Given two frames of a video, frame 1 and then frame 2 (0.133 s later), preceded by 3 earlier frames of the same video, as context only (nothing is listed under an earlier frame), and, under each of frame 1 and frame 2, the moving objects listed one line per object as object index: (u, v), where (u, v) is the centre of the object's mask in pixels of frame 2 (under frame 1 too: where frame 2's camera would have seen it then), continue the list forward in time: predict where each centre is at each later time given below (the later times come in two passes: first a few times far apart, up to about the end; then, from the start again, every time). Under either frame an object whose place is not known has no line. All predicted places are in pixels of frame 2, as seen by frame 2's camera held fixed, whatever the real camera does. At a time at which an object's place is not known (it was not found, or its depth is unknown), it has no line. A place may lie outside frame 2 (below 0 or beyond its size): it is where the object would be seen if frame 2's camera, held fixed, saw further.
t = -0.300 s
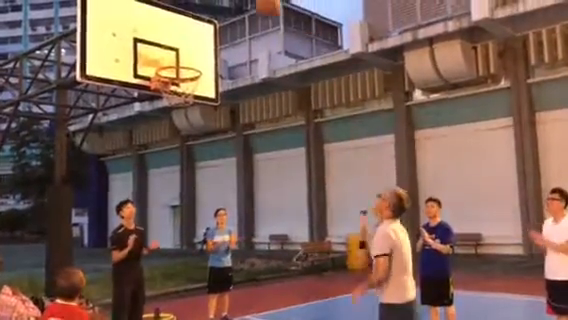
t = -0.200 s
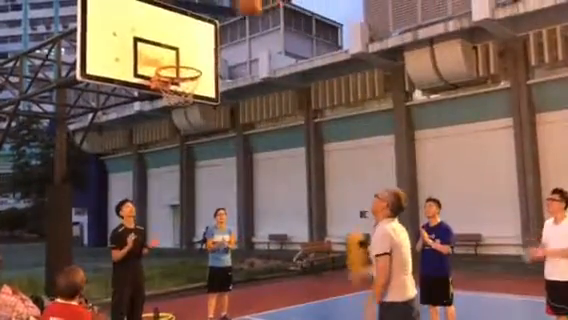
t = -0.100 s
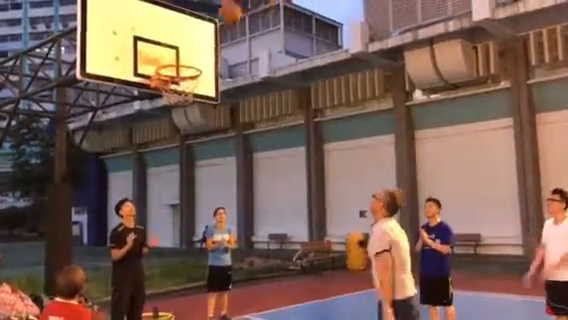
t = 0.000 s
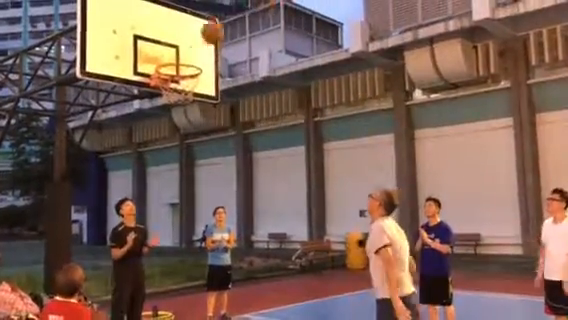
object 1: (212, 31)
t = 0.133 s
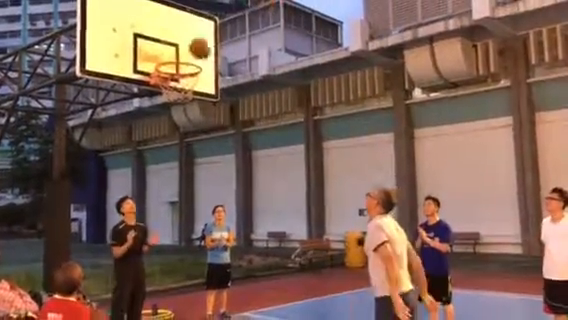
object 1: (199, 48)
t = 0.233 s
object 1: (208, 39)
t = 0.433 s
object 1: (224, 46)
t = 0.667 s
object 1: (246, 106)
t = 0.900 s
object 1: (266, 233)
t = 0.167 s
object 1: (201, 44)
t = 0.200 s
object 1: (205, 41)
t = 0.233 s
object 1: (208, 39)
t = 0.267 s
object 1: (210, 37)
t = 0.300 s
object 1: (213, 37)
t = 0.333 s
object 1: (215, 38)
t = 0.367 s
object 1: (217, 39)
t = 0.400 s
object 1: (221, 42)
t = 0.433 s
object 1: (224, 46)
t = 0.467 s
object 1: (226, 50)
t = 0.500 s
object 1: (229, 56)
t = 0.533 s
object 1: (234, 65)
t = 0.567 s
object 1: (236, 73)
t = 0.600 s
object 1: (240, 86)
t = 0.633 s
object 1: (241, 93)
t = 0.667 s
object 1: (246, 106)
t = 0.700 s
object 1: (249, 120)
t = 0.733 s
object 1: (251, 136)
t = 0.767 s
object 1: (252, 152)
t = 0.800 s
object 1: (256, 171)
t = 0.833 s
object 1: (260, 191)
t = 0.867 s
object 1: (264, 210)
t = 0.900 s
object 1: (266, 233)
